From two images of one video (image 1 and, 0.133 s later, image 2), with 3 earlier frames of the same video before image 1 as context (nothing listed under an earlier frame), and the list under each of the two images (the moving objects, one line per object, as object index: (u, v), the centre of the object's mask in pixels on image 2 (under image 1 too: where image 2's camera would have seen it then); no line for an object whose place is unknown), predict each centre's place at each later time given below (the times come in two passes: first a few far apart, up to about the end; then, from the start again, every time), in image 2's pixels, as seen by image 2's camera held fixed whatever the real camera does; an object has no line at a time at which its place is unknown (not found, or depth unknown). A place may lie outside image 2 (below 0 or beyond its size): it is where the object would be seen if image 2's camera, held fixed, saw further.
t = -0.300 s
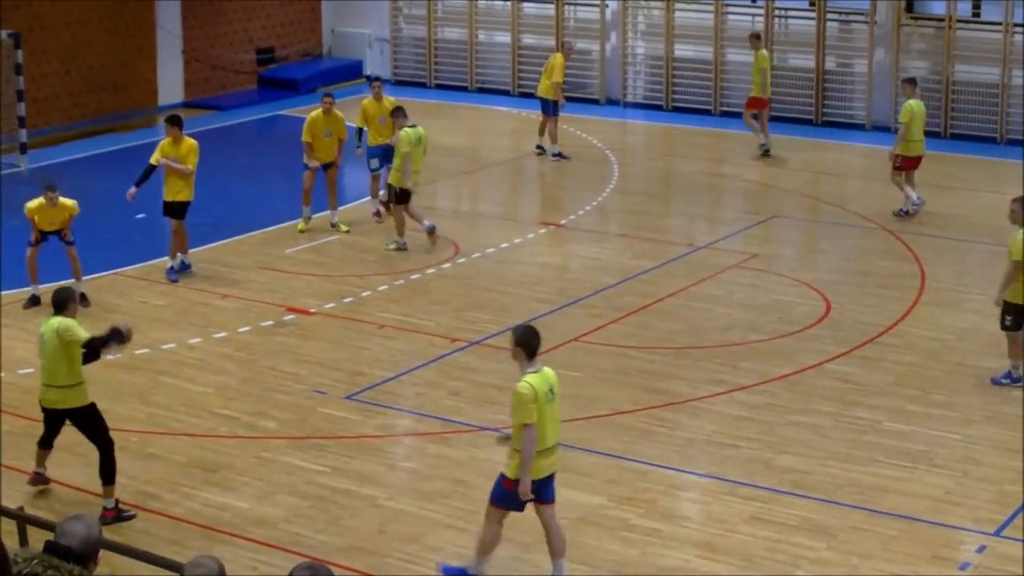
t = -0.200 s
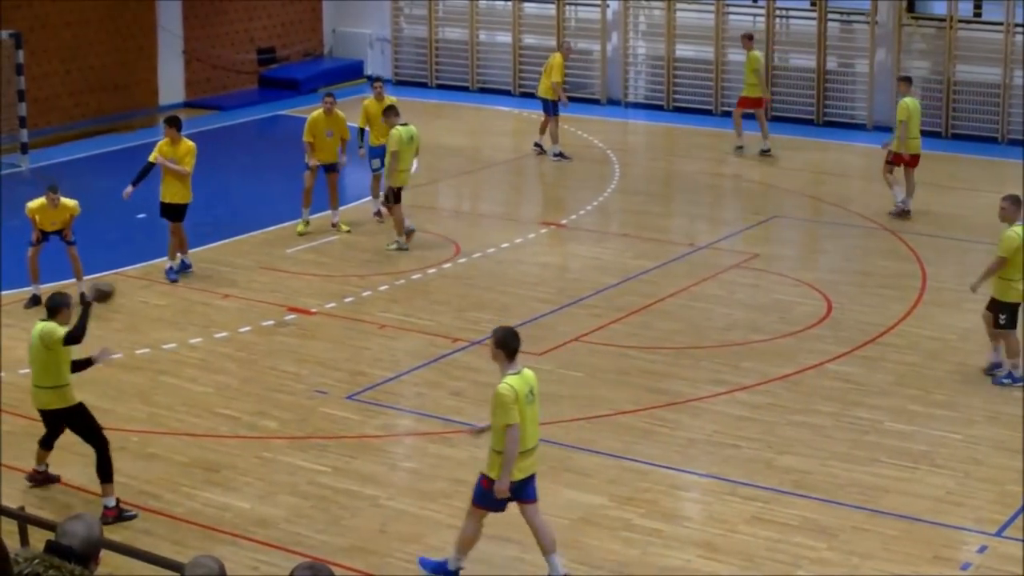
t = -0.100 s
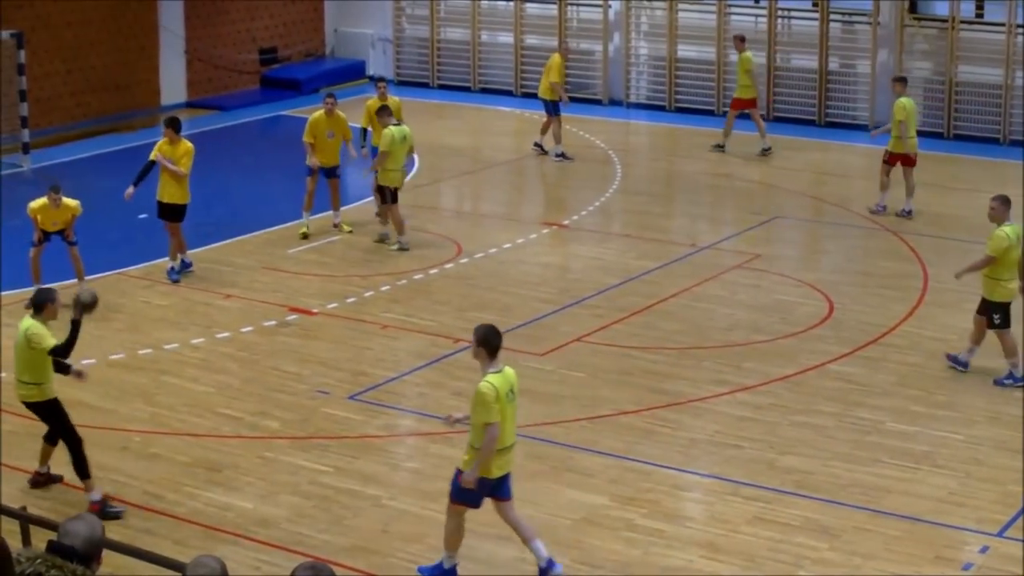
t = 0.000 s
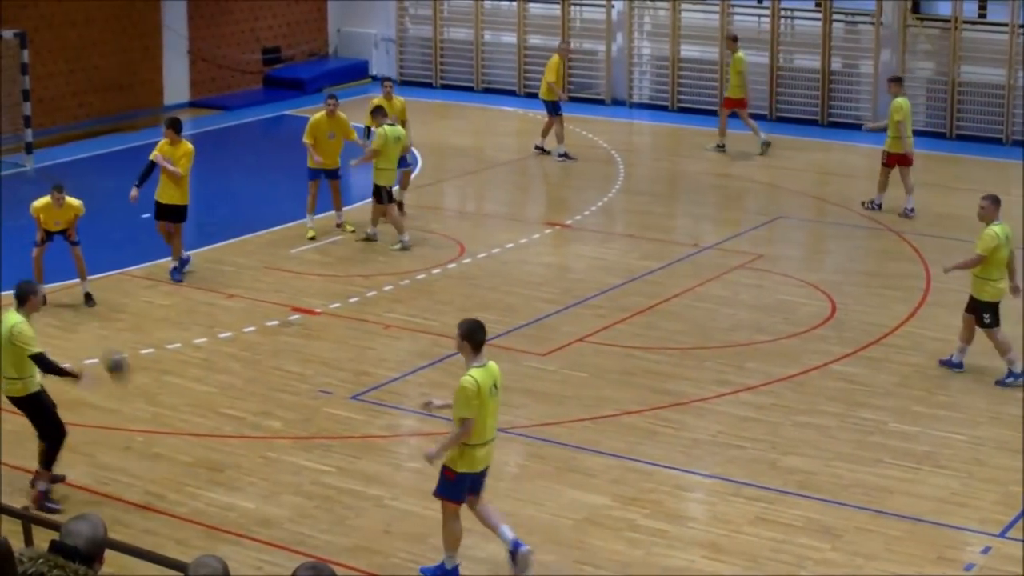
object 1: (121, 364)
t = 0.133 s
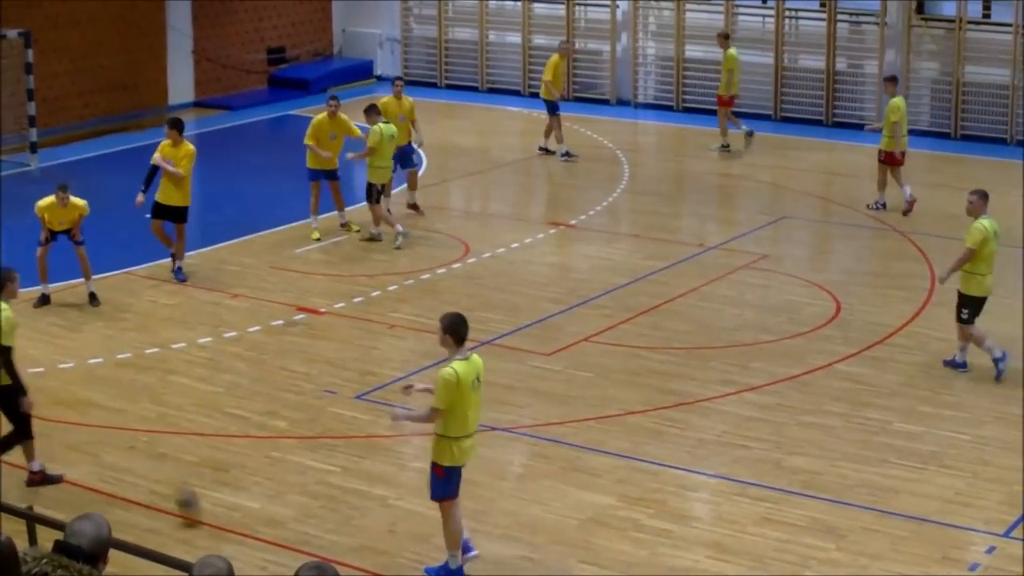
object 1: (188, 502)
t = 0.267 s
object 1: (206, 448)
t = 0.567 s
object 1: (240, 343)
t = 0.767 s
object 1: (267, 336)
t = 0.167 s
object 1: (195, 505)
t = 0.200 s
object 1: (199, 485)
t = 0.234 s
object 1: (202, 466)
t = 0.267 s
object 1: (206, 448)
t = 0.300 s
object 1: (209, 431)
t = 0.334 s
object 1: (212, 415)
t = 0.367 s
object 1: (216, 402)
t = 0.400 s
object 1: (218, 389)
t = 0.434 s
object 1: (224, 377)
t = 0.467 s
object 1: (227, 366)
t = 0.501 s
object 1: (231, 357)
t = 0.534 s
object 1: (236, 349)
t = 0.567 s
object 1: (240, 343)
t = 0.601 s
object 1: (244, 338)
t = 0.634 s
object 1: (249, 335)
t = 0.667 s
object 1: (253, 334)
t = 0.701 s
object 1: (258, 333)
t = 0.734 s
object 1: (263, 334)
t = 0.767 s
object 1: (267, 336)
